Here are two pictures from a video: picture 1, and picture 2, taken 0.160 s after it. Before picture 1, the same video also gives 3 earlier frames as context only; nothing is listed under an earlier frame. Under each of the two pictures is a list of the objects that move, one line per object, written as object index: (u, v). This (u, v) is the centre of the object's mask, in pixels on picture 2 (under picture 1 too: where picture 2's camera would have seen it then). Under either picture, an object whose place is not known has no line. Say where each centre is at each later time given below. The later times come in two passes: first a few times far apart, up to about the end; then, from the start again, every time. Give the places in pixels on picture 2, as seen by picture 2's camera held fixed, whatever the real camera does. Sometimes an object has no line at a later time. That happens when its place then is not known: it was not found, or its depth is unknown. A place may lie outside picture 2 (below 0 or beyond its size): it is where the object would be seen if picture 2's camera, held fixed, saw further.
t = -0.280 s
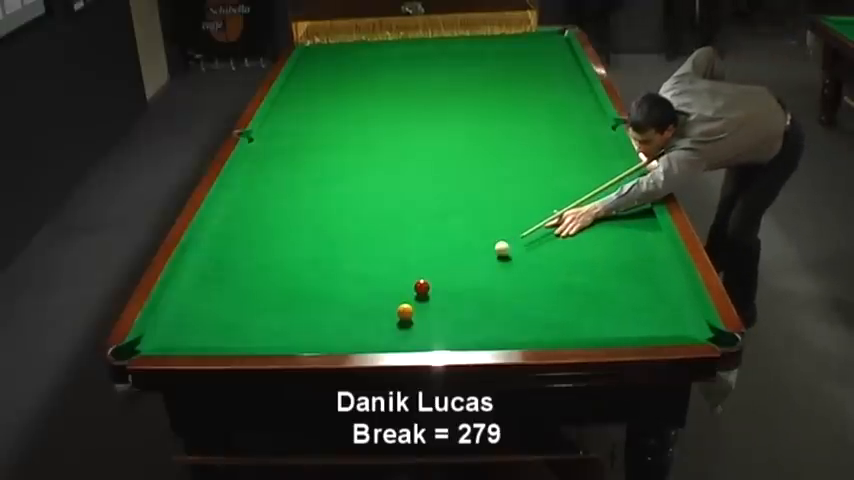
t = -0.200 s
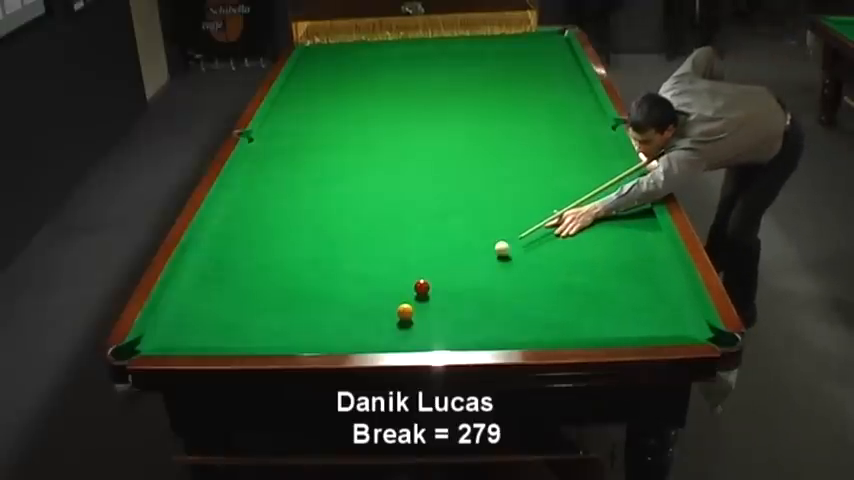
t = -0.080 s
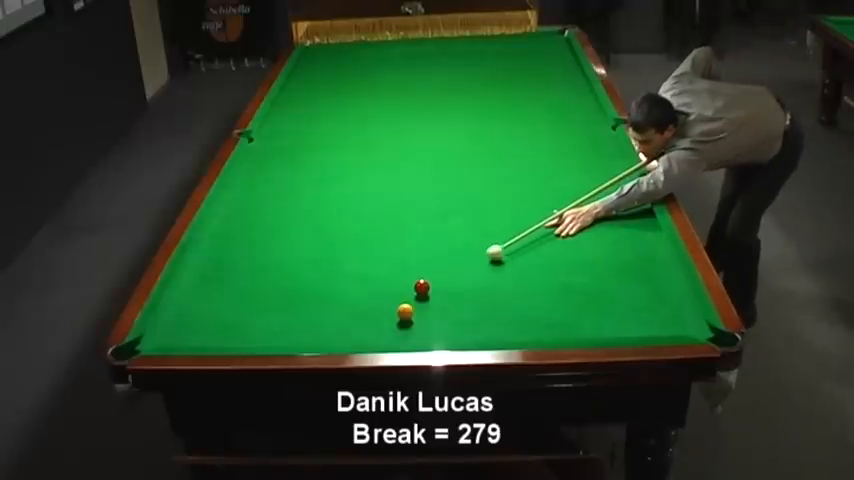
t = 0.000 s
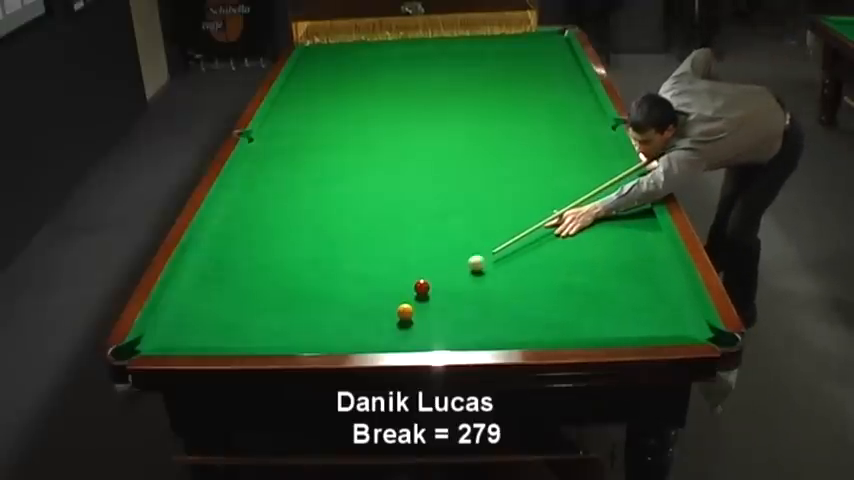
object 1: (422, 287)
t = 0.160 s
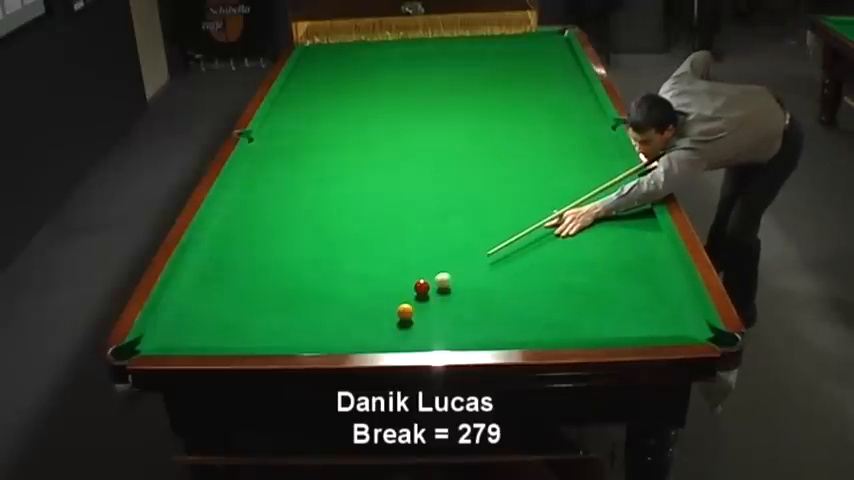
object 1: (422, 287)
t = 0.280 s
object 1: (404, 291)
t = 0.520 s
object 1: (366, 301)
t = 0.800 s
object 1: (323, 312)
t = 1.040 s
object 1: (288, 321)
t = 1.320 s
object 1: (249, 331)
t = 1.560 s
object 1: (216, 338)
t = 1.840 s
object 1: (185, 340)
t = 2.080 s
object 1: (166, 338)
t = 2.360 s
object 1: (151, 338)
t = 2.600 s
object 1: (162, 338)
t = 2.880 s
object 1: (171, 339)
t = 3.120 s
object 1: (179, 339)
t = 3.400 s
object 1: (184, 340)
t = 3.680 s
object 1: (189, 340)
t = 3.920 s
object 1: (190, 341)
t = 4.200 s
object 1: (190, 341)
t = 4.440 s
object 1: (190, 341)
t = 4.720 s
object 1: (190, 341)
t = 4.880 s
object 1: (190, 341)
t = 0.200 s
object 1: (419, 288)
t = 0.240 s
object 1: (411, 290)
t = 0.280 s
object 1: (404, 291)
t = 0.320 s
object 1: (398, 293)
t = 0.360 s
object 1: (391, 295)
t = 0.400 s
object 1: (385, 297)
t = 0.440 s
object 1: (379, 298)
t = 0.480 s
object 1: (373, 300)
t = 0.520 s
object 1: (366, 301)
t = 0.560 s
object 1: (360, 303)
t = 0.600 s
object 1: (354, 305)
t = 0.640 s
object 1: (348, 306)
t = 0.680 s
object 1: (342, 307)
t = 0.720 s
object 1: (336, 309)
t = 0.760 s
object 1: (329, 311)
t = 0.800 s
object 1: (323, 312)
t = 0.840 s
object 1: (317, 314)
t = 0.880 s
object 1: (311, 315)
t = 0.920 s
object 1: (306, 317)
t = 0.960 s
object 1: (299, 318)
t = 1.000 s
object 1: (294, 320)
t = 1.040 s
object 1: (288, 321)
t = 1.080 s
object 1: (282, 323)
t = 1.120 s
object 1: (276, 324)
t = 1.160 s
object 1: (271, 325)
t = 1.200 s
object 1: (265, 327)
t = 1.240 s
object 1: (259, 328)
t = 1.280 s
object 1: (254, 330)
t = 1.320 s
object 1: (249, 331)
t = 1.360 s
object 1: (243, 332)
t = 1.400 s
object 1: (238, 333)
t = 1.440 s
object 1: (232, 335)
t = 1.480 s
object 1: (227, 335)
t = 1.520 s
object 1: (222, 337)
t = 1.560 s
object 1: (216, 338)
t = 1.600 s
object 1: (211, 339)
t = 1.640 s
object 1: (206, 339)
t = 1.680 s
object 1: (201, 341)
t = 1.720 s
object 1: (196, 341)
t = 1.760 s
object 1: (192, 341)
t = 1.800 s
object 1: (189, 341)
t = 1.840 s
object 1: (185, 340)
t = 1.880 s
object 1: (182, 340)
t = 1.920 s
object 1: (178, 340)
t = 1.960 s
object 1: (175, 339)
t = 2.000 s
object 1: (172, 339)
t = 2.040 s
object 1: (169, 339)
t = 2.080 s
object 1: (166, 338)
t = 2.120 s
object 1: (163, 338)
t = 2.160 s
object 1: (160, 338)
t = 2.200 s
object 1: (157, 338)
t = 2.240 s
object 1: (154, 338)
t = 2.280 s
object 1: (151, 338)
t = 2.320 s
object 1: (150, 337)
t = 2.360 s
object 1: (151, 338)
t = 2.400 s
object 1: (153, 338)
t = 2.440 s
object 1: (155, 337)
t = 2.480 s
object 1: (156, 338)
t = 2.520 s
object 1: (158, 338)
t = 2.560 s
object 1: (160, 338)
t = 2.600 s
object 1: (162, 338)
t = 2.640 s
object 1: (163, 338)
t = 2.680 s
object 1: (164, 338)
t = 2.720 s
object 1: (166, 338)
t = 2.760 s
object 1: (167, 338)
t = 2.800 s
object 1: (169, 338)
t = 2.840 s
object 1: (170, 338)
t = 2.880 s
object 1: (171, 339)
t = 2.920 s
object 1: (173, 339)
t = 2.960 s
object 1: (174, 339)
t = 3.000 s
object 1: (175, 339)
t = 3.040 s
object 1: (176, 339)
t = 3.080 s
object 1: (177, 339)
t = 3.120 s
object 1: (179, 339)
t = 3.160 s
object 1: (179, 339)
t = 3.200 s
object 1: (180, 339)
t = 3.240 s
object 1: (181, 340)
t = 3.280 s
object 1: (182, 340)
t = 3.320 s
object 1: (183, 340)
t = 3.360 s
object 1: (184, 340)
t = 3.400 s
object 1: (184, 340)
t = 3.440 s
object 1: (185, 340)
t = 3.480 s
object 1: (186, 340)
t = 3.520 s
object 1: (187, 340)
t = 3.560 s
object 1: (187, 340)
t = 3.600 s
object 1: (188, 340)
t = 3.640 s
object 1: (188, 340)
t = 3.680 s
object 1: (189, 340)
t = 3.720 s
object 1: (189, 340)
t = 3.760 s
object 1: (189, 340)
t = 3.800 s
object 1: (190, 341)
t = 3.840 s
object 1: (190, 341)
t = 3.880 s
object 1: (190, 341)
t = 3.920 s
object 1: (190, 341)
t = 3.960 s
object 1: (190, 341)
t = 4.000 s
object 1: (190, 341)
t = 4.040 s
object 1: (190, 341)
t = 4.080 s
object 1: (190, 341)
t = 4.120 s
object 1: (190, 341)
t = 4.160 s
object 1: (190, 341)
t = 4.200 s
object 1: (190, 341)
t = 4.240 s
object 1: (190, 341)
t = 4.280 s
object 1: (190, 341)
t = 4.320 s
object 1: (190, 341)
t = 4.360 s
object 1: (190, 341)
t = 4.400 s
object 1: (190, 341)
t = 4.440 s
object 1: (190, 341)
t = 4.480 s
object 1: (190, 341)
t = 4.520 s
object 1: (190, 341)
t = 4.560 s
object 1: (190, 341)
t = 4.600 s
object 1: (190, 341)
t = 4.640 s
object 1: (190, 341)
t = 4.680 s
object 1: (190, 341)
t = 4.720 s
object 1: (190, 341)
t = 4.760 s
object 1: (190, 341)
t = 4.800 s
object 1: (190, 341)
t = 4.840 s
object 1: (190, 341)
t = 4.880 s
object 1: (190, 341)
